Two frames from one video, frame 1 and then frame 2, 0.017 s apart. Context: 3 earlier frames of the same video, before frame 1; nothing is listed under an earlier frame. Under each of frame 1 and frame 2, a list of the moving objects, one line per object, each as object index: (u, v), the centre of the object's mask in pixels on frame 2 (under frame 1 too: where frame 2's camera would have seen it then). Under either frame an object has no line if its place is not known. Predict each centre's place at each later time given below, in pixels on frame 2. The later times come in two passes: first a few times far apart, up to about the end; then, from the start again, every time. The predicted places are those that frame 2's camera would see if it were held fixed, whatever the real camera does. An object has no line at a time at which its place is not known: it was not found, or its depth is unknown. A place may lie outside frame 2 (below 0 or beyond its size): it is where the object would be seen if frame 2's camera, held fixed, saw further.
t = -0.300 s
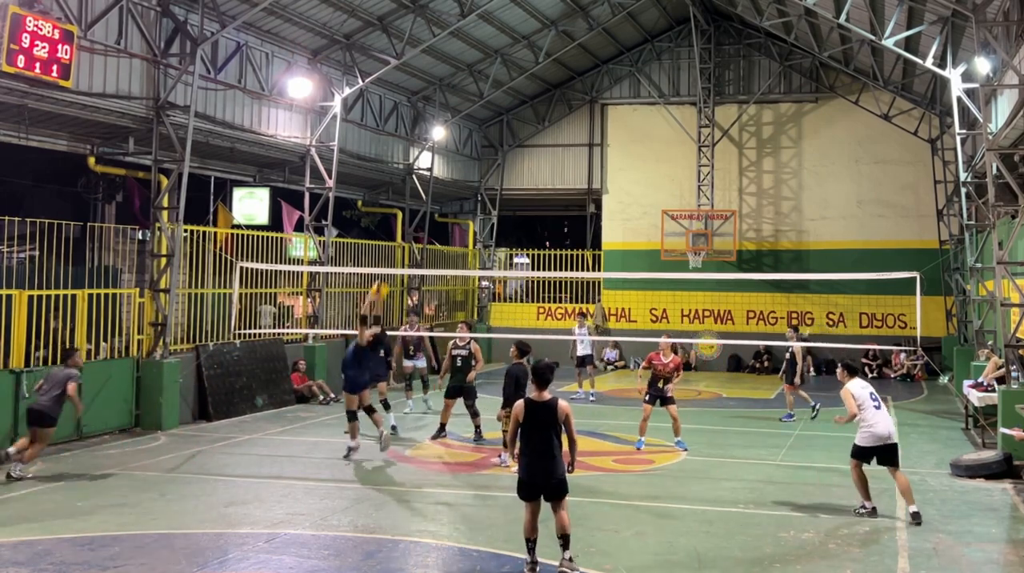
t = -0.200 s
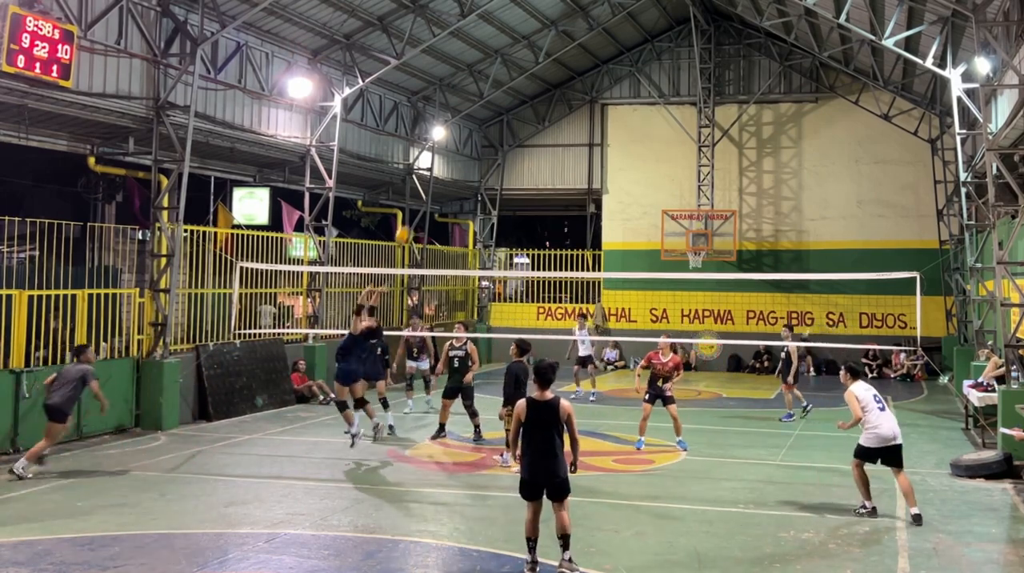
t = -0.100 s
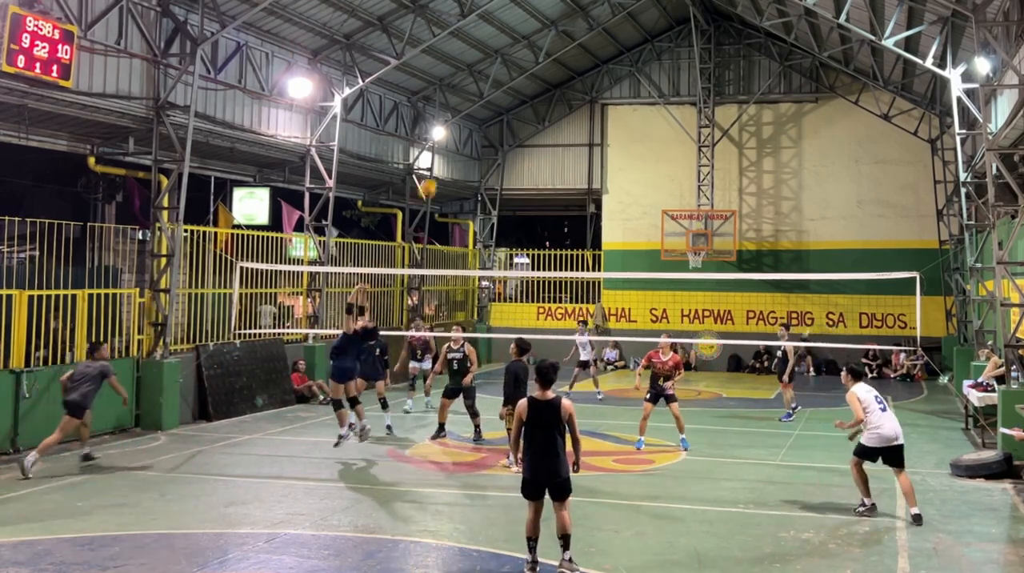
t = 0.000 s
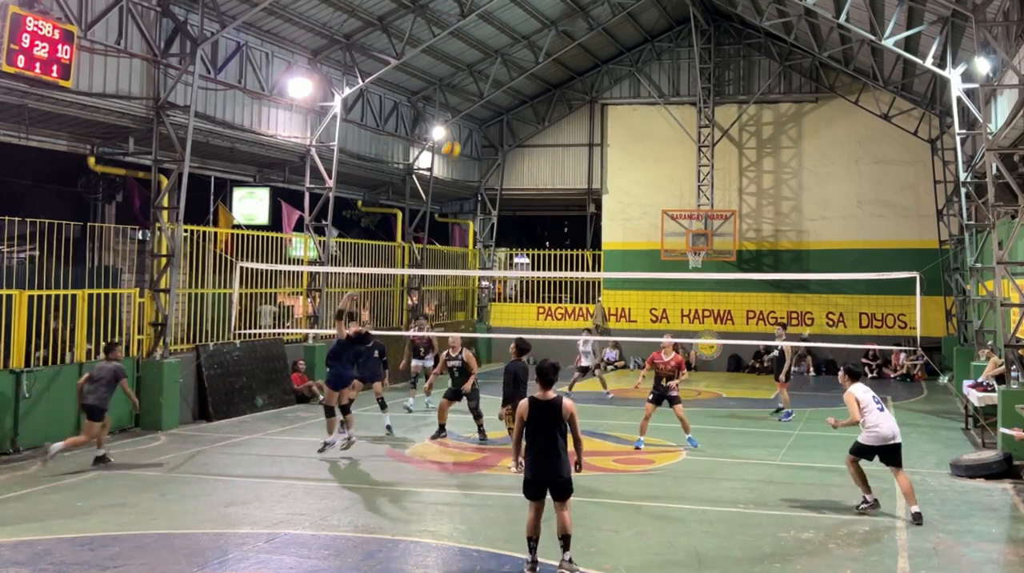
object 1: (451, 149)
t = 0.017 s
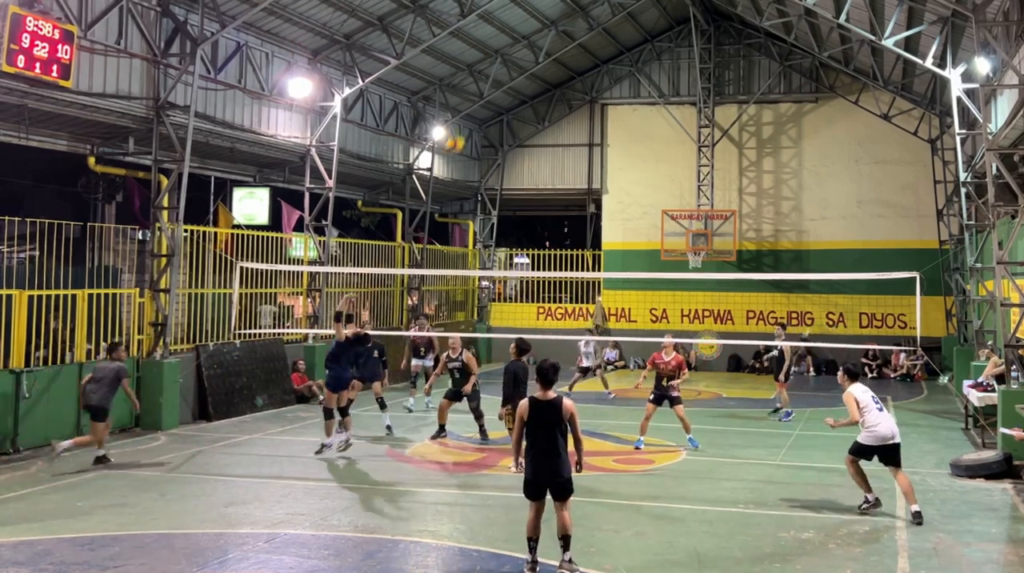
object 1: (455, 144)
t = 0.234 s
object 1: (503, 91)
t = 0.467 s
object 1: (554, 72)
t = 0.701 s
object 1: (603, 96)
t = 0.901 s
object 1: (645, 149)
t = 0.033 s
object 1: (459, 139)
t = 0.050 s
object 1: (463, 133)
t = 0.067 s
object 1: (467, 128)
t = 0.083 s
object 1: (470, 124)
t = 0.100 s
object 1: (474, 119)
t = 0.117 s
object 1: (478, 115)
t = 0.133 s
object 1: (482, 110)
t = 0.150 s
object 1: (485, 107)
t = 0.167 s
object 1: (489, 103)
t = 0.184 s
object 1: (492, 99)
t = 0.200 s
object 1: (496, 96)
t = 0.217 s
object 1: (500, 93)
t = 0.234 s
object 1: (503, 91)
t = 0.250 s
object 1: (507, 87)
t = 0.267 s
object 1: (511, 85)
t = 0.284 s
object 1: (515, 82)
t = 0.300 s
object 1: (518, 81)
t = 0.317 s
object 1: (522, 79)
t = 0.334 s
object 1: (525, 77)
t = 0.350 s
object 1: (529, 76)
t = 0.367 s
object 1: (532, 74)
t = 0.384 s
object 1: (536, 74)
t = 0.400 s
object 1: (540, 73)
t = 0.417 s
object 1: (543, 73)
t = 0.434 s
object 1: (547, 72)
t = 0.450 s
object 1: (550, 72)
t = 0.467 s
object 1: (554, 72)
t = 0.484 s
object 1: (557, 73)
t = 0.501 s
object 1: (561, 73)
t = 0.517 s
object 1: (564, 74)
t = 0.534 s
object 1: (568, 75)
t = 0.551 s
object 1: (572, 76)
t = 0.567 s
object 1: (575, 77)
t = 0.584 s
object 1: (579, 79)
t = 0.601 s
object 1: (582, 81)
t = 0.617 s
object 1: (586, 83)
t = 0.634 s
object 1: (589, 85)
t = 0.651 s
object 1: (593, 87)
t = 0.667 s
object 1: (596, 90)
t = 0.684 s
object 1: (599, 93)
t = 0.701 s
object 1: (603, 96)
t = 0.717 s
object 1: (607, 99)
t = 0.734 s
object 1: (610, 102)
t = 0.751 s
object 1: (614, 107)
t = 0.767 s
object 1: (617, 110)
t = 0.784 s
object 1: (621, 114)
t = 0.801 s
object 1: (624, 118)
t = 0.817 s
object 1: (627, 123)
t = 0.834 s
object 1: (631, 129)
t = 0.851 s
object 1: (634, 133)
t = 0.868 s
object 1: (638, 138)
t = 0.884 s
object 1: (641, 144)
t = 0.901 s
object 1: (645, 149)
